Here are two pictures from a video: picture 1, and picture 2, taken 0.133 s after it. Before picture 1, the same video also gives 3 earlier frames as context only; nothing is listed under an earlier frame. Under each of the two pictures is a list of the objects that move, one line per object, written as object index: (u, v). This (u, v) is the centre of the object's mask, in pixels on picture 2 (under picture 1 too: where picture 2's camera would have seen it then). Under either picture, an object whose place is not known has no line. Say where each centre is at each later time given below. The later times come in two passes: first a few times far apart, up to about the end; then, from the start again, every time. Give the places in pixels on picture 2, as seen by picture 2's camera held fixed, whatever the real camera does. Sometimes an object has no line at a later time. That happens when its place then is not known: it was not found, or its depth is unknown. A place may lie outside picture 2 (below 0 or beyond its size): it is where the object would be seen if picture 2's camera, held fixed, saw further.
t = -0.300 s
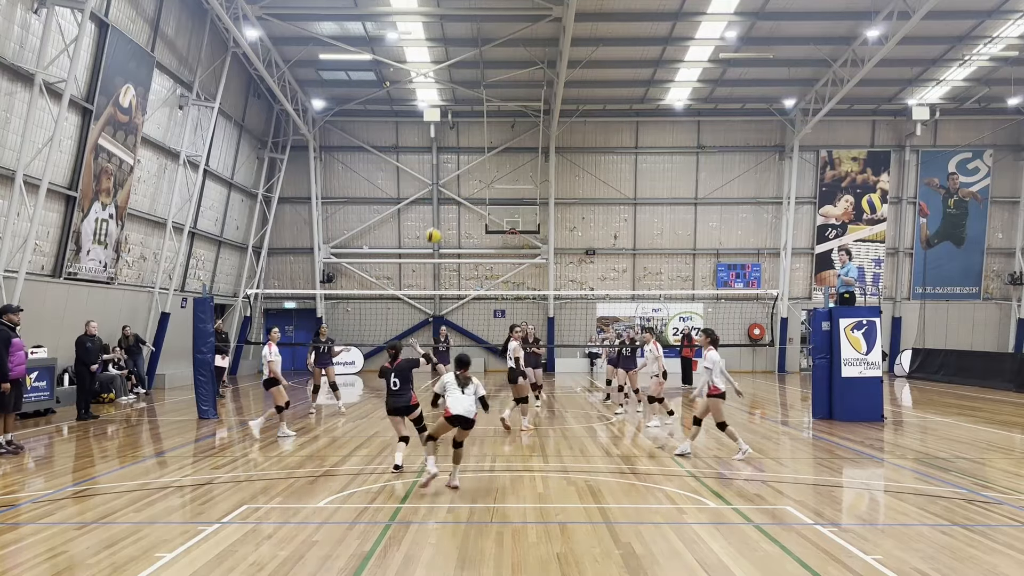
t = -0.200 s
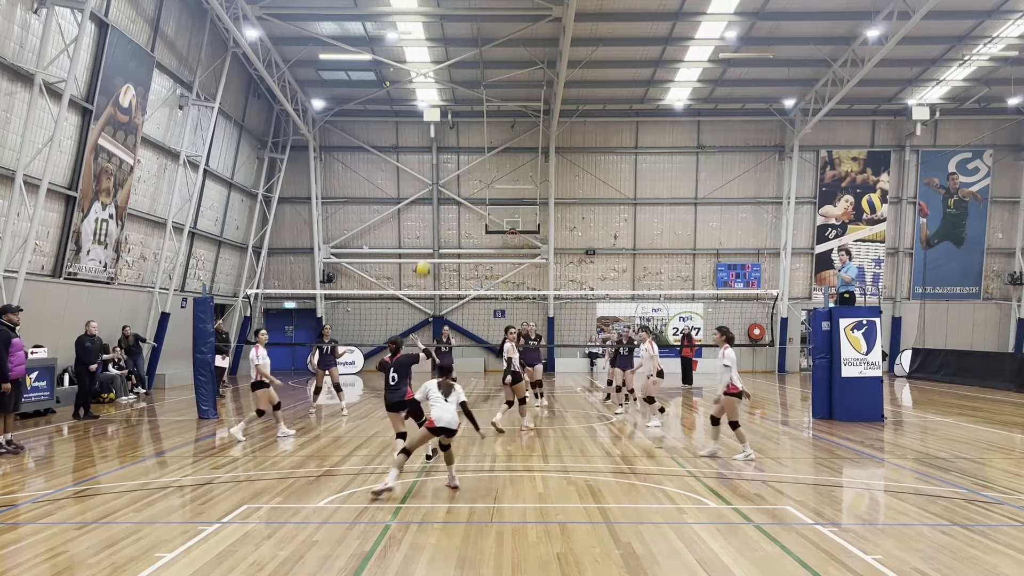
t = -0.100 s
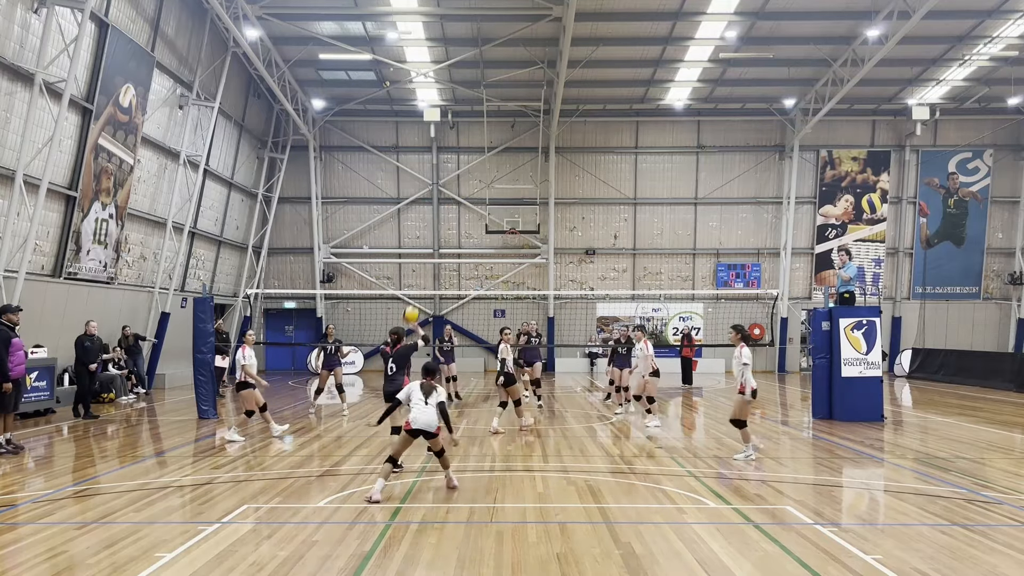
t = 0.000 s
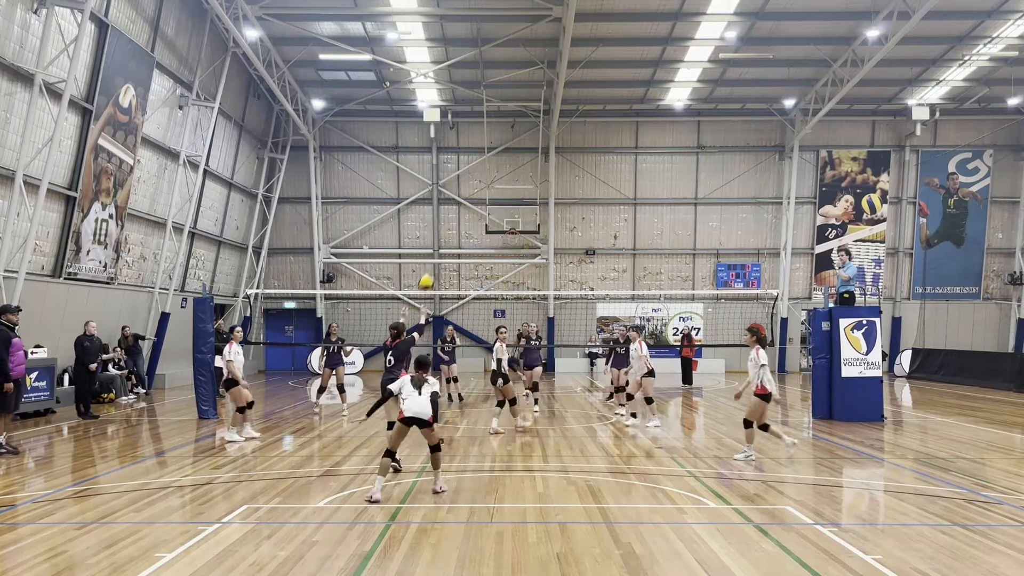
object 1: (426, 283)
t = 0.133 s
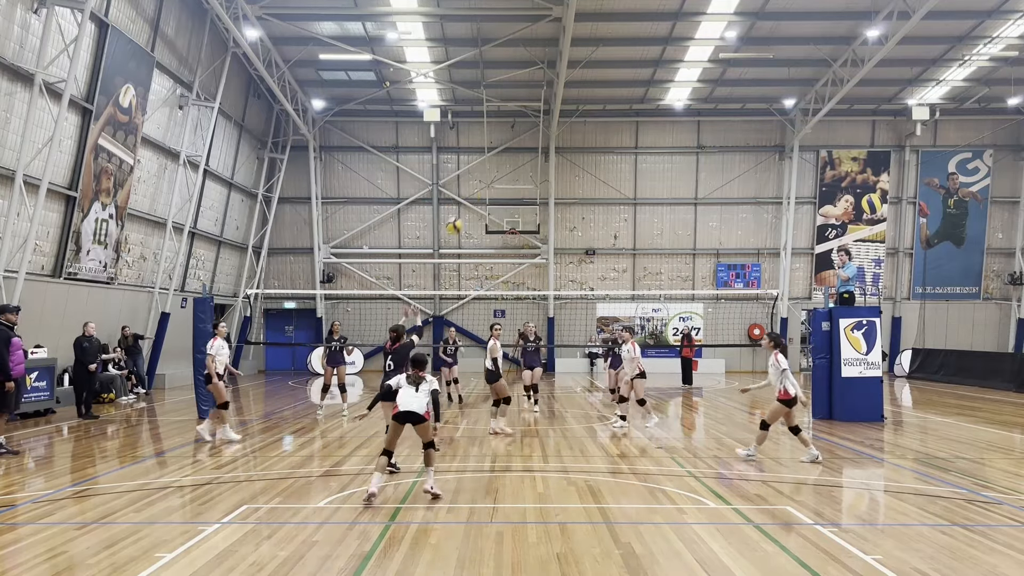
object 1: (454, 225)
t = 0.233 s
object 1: (472, 195)
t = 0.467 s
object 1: (508, 157)
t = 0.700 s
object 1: (538, 157)
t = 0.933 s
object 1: (565, 189)
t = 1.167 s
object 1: (588, 246)
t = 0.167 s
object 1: (460, 214)
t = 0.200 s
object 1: (467, 203)
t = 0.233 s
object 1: (472, 195)
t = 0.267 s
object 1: (478, 186)
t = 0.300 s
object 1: (483, 180)
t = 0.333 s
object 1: (488, 174)
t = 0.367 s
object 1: (493, 167)
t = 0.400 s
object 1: (498, 163)
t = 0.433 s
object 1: (503, 160)
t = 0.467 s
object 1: (508, 157)
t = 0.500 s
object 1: (512, 155)
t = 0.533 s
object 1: (517, 154)
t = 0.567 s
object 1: (522, 153)
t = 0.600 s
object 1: (526, 153)
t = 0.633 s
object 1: (530, 154)
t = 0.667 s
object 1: (534, 155)
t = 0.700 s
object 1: (538, 157)
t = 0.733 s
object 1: (542, 160)
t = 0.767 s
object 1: (546, 163)
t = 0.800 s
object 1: (550, 167)
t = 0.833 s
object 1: (553, 172)
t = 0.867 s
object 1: (557, 177)
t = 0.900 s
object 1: (561, 182)
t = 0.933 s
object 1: (565, 189)
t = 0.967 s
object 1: (568, 196)
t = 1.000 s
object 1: (571, 202)
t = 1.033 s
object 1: (574, 210)
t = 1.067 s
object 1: (578, 218)
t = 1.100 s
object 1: (581, 227)
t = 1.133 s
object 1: (585, 236)
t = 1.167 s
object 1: (588, 246)
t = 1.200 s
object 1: (591, 256)
